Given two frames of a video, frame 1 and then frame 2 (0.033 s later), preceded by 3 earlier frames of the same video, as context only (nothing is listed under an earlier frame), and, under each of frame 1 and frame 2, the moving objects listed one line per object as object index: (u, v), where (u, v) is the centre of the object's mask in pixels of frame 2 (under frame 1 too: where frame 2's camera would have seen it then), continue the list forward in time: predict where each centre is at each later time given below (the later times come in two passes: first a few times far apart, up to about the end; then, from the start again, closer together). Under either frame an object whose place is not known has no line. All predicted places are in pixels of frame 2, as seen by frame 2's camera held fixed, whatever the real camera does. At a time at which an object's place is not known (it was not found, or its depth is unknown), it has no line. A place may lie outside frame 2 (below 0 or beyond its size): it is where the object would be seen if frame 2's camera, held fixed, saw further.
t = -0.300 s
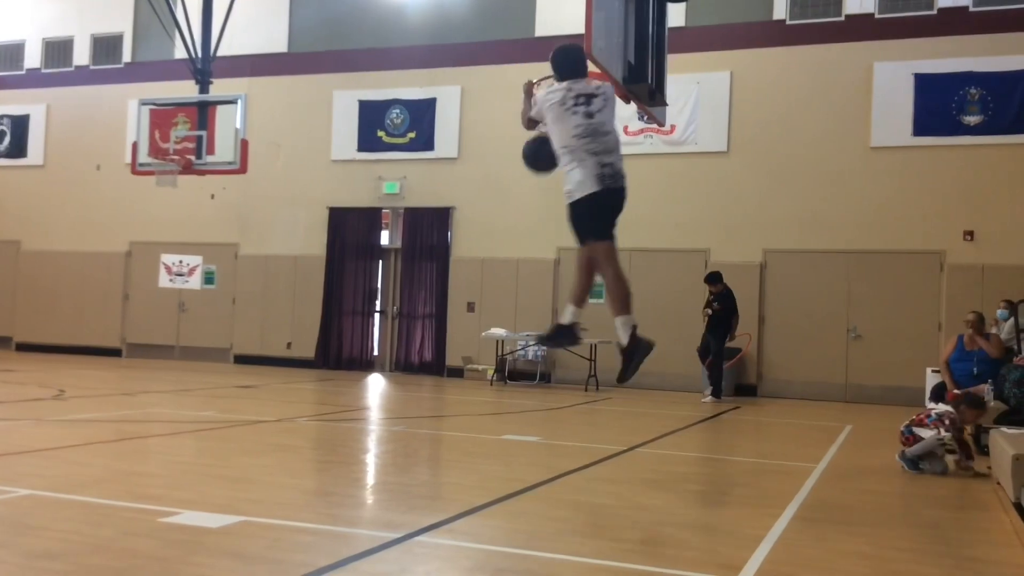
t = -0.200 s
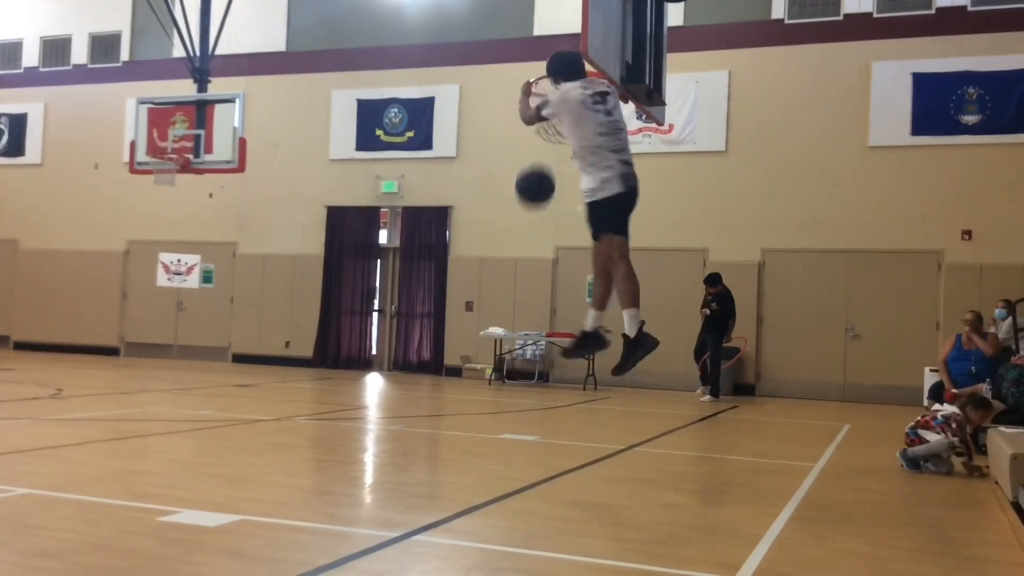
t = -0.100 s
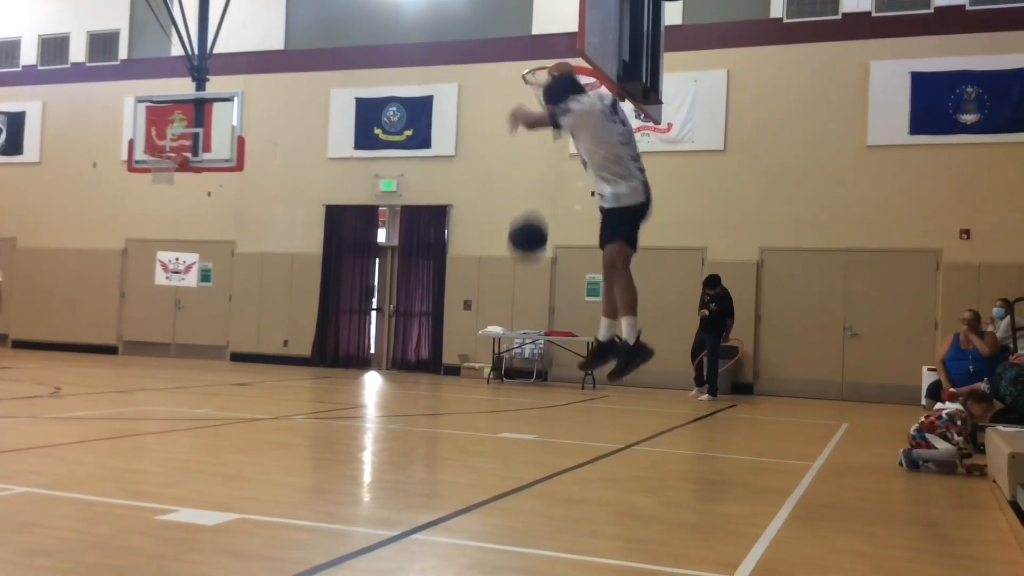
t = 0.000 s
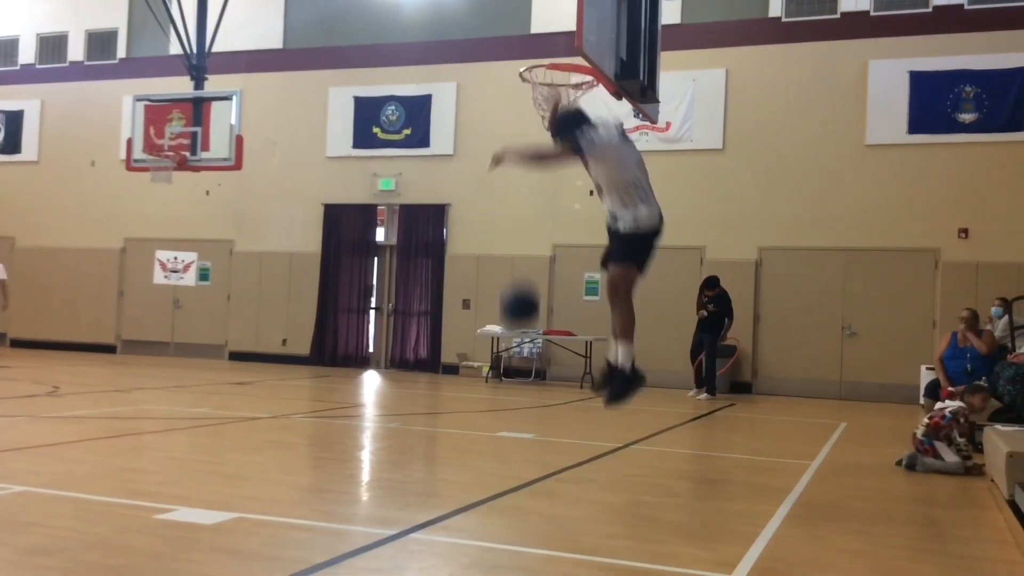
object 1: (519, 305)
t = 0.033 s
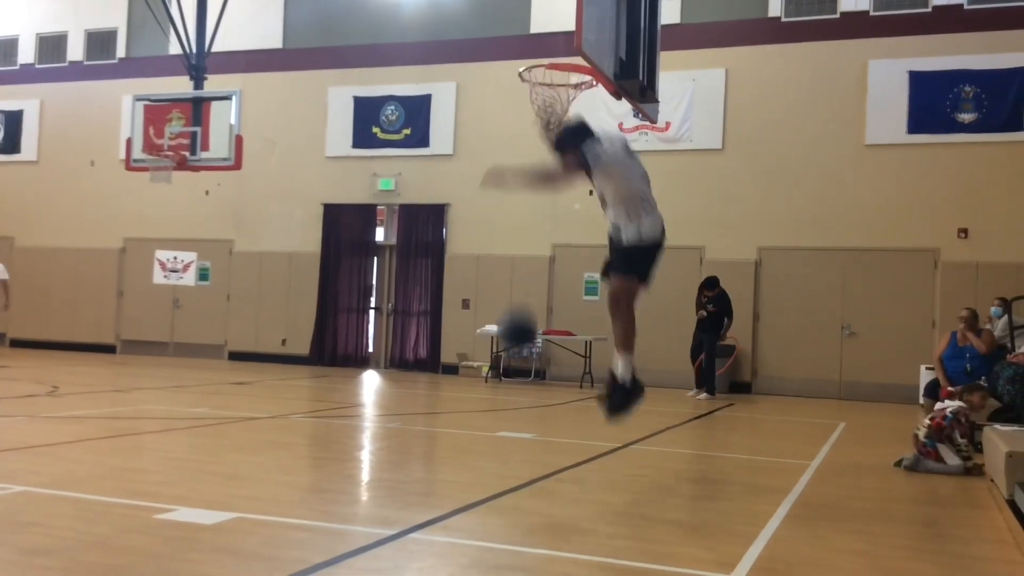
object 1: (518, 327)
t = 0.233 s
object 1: (506, 411)
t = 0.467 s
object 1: (501, 294)
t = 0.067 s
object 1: (514, 368)
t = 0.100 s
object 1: (511, 400)
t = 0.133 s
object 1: (509, 431)
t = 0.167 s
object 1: (507, 457)
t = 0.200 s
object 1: (506, 437)
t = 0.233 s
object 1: (506, 411)
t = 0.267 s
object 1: (505, 391)
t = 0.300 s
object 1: (505, 371)
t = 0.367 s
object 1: (504, 332)
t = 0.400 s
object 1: (503, 318)
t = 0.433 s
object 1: (502, 306)
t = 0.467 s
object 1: (501, 294)
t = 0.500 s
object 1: (500, 285)
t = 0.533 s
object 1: (500, 277)
